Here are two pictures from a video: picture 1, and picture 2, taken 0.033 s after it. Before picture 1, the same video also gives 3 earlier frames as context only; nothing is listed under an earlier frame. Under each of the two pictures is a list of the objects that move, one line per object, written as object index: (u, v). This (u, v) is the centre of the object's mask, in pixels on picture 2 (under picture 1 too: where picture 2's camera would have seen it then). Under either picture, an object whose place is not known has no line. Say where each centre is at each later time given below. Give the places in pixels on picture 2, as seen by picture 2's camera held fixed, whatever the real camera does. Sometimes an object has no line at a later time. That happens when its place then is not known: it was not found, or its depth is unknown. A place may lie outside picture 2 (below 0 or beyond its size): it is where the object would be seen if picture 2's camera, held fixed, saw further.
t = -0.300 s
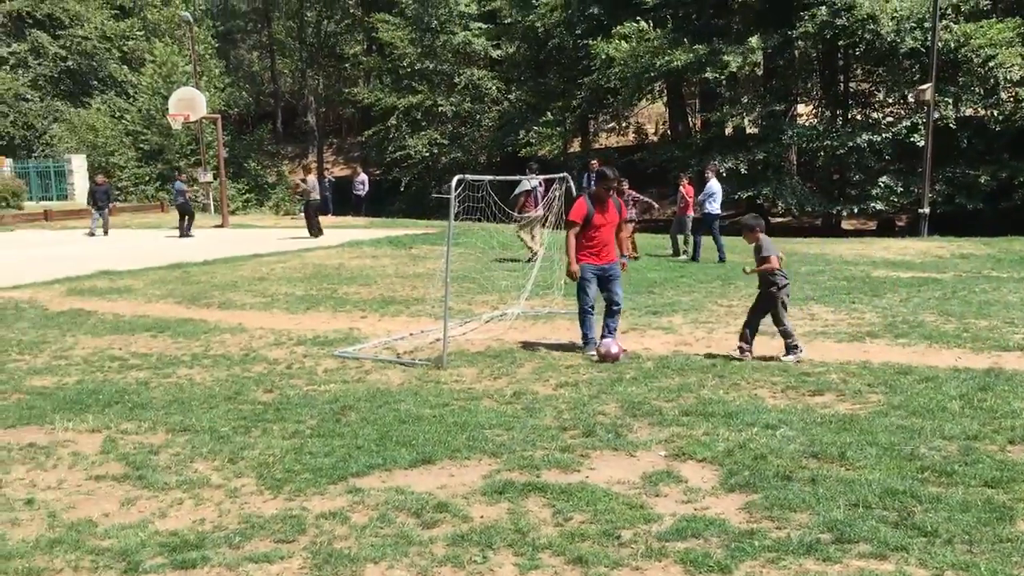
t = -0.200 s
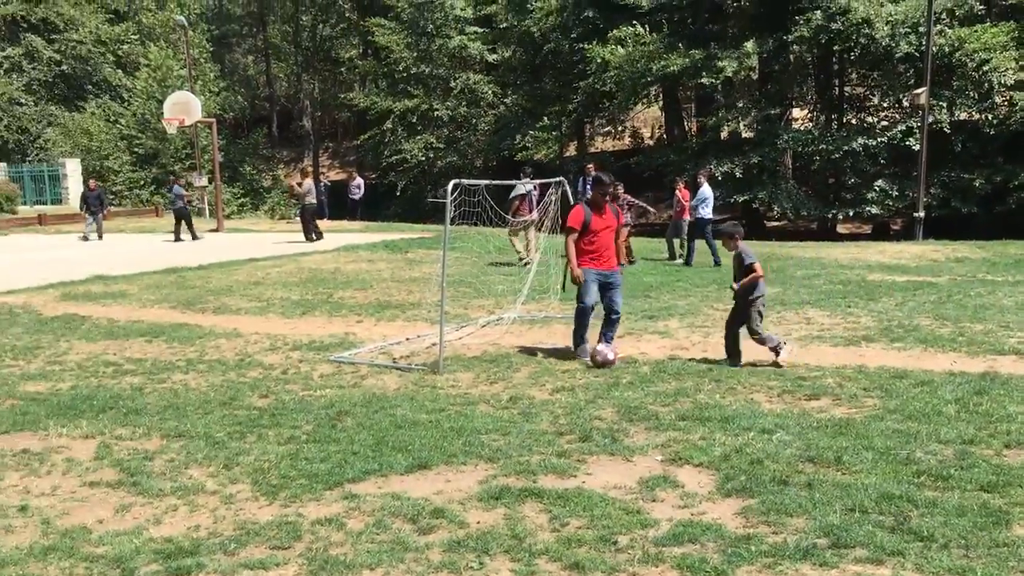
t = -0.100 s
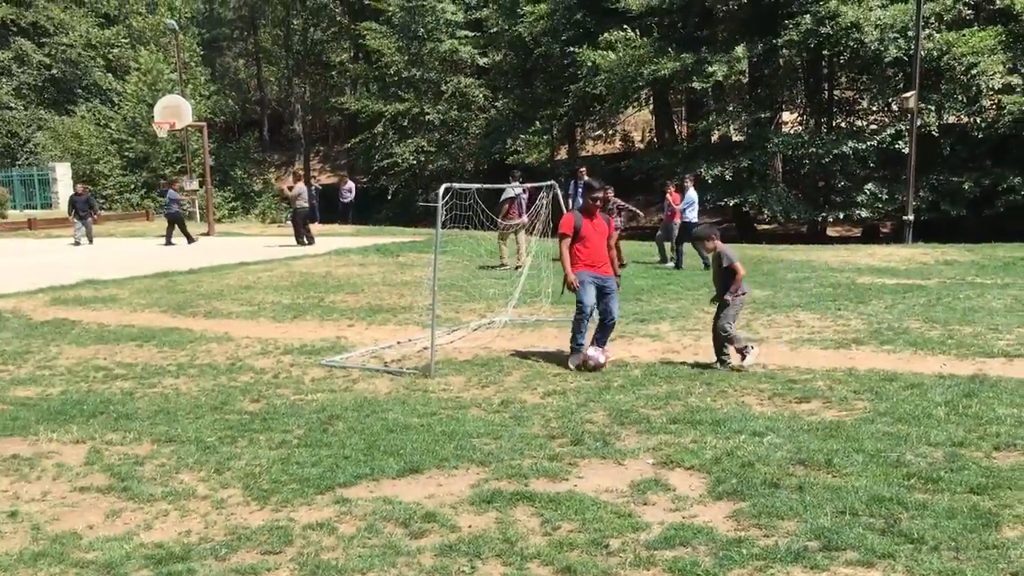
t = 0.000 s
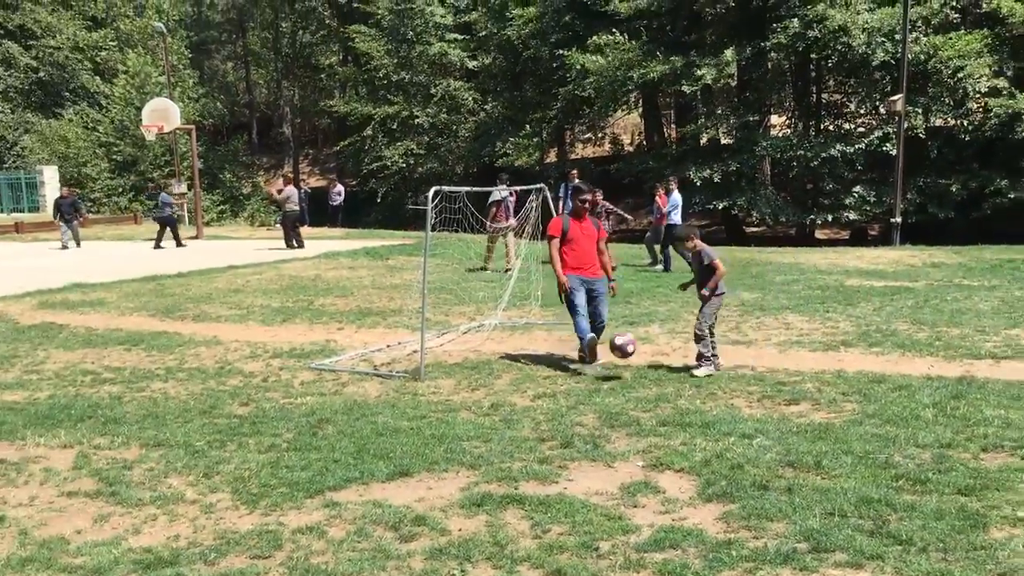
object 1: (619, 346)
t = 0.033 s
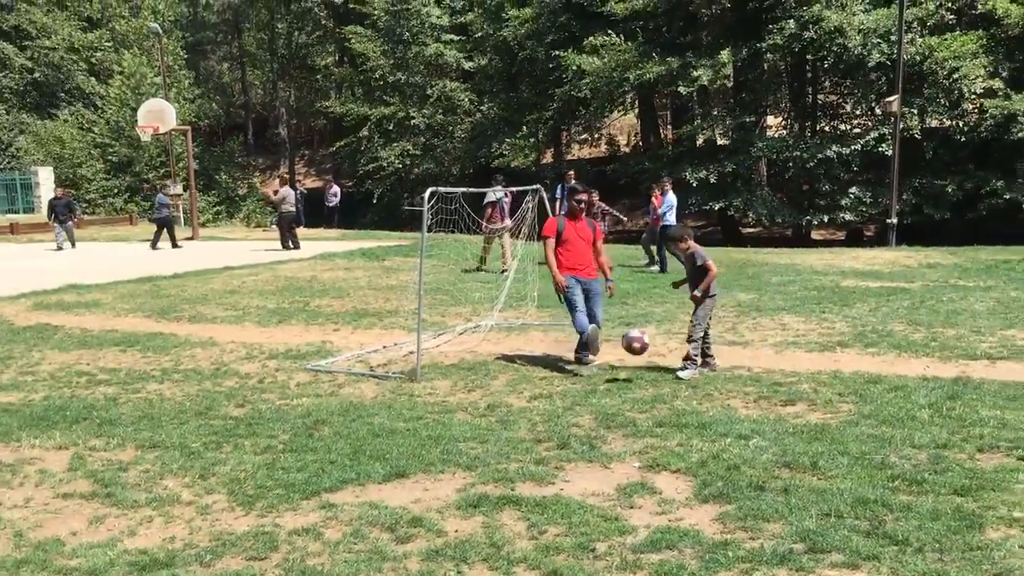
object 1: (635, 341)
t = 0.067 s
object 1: (652, 339)
